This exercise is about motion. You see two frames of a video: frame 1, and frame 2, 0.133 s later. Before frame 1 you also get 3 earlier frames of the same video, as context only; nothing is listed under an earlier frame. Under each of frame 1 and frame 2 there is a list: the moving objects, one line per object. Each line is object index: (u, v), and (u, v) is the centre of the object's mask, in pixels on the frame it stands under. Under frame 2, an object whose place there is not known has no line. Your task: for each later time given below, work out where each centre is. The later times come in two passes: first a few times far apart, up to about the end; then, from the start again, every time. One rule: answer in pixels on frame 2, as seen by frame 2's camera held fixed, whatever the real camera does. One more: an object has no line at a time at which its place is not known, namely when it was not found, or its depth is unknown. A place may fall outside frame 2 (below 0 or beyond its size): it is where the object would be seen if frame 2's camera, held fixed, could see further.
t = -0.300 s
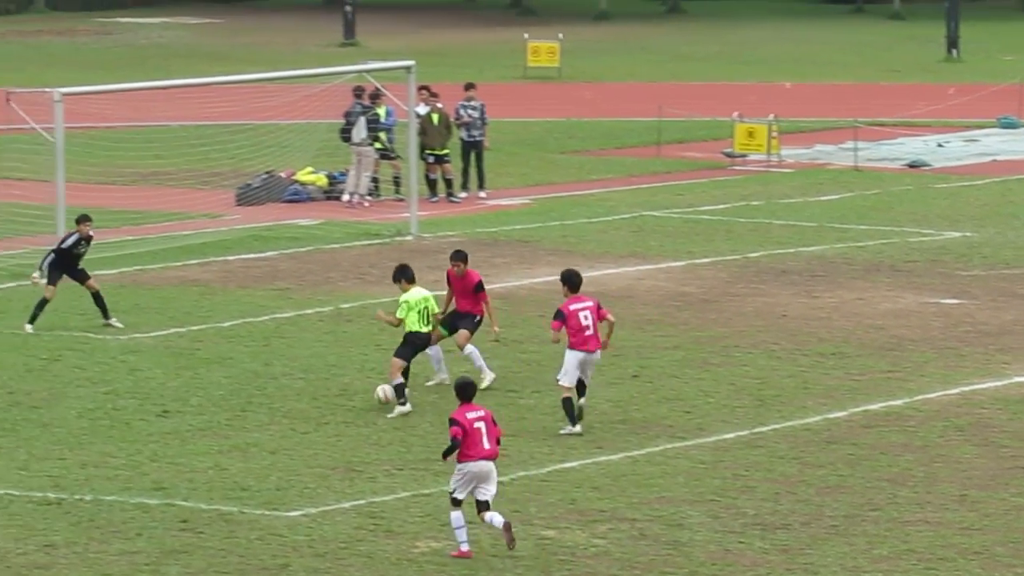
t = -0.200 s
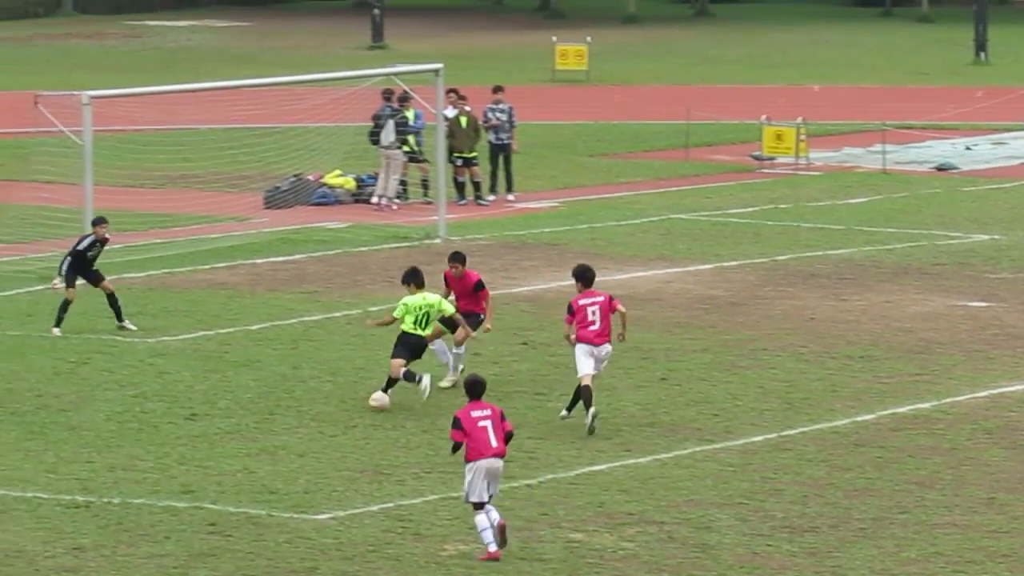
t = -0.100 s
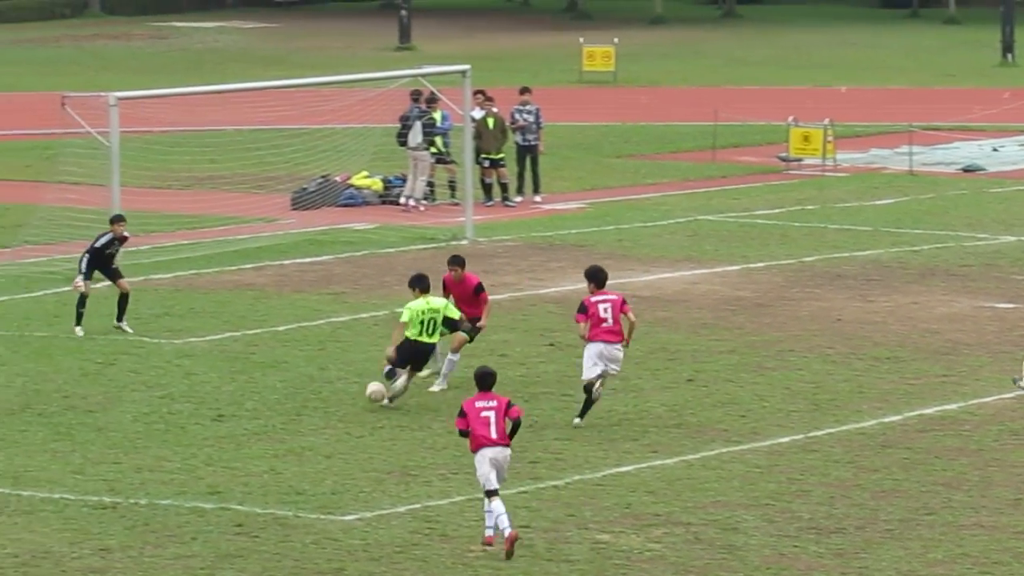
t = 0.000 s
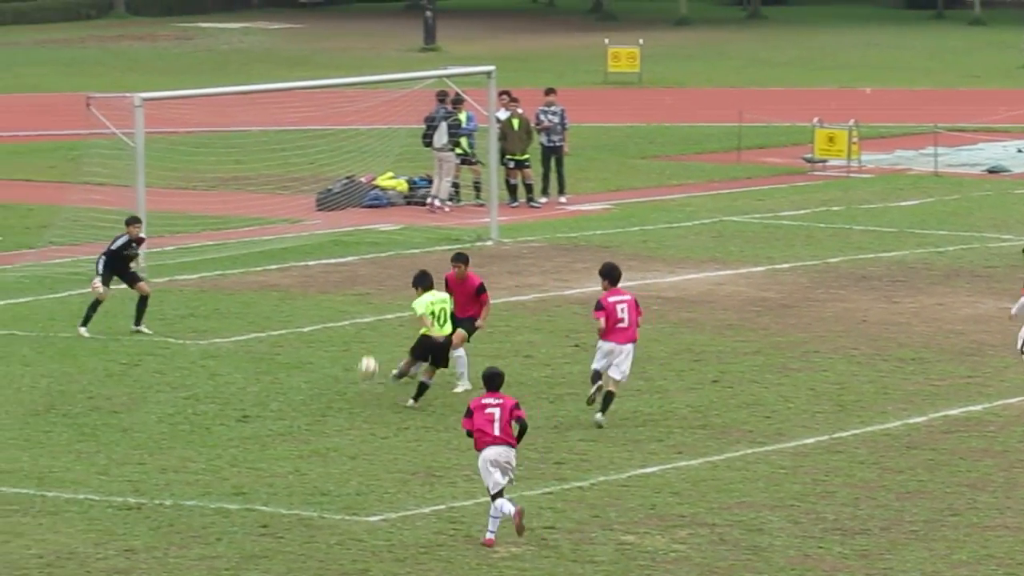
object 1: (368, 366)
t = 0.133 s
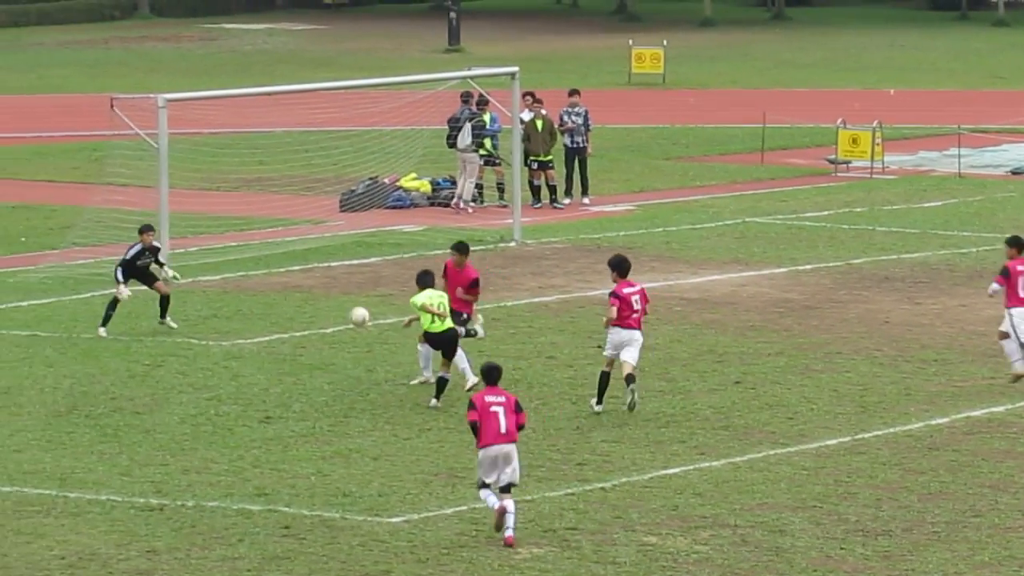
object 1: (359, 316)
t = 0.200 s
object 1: (344, 302)
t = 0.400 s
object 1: (292, 291)
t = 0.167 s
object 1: (351, 307)
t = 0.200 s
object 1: (344, 302)
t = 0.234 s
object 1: (335, 296)
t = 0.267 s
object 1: (326, 292)
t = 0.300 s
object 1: (318, 290)
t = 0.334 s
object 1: (309, 288)
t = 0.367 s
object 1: (300, 288)
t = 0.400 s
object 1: (292, 291)
